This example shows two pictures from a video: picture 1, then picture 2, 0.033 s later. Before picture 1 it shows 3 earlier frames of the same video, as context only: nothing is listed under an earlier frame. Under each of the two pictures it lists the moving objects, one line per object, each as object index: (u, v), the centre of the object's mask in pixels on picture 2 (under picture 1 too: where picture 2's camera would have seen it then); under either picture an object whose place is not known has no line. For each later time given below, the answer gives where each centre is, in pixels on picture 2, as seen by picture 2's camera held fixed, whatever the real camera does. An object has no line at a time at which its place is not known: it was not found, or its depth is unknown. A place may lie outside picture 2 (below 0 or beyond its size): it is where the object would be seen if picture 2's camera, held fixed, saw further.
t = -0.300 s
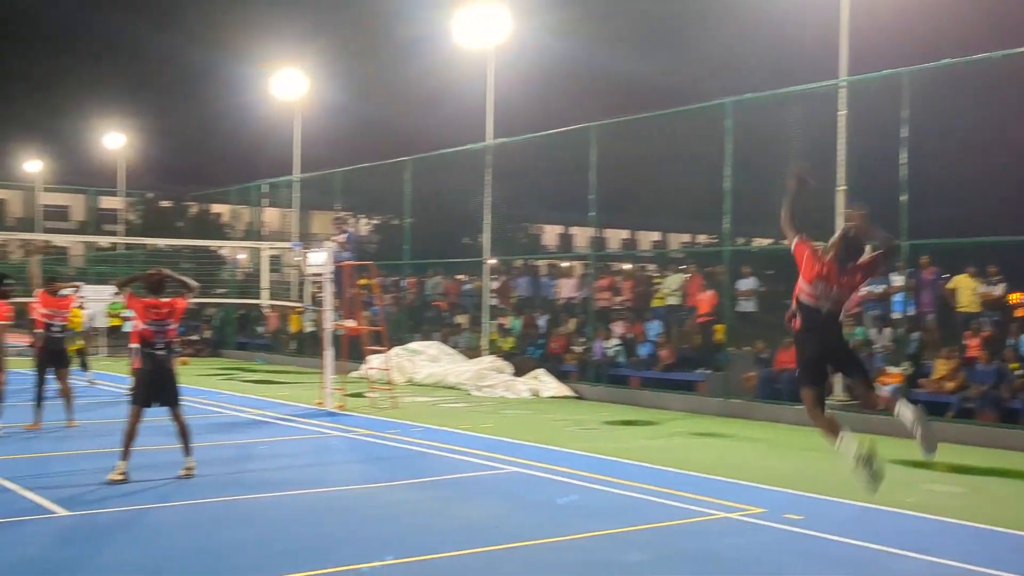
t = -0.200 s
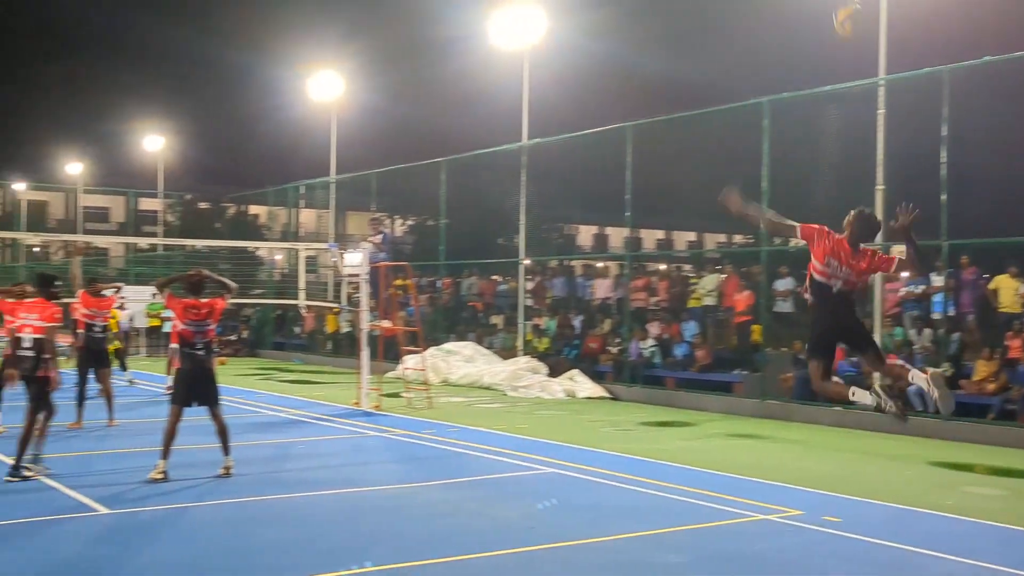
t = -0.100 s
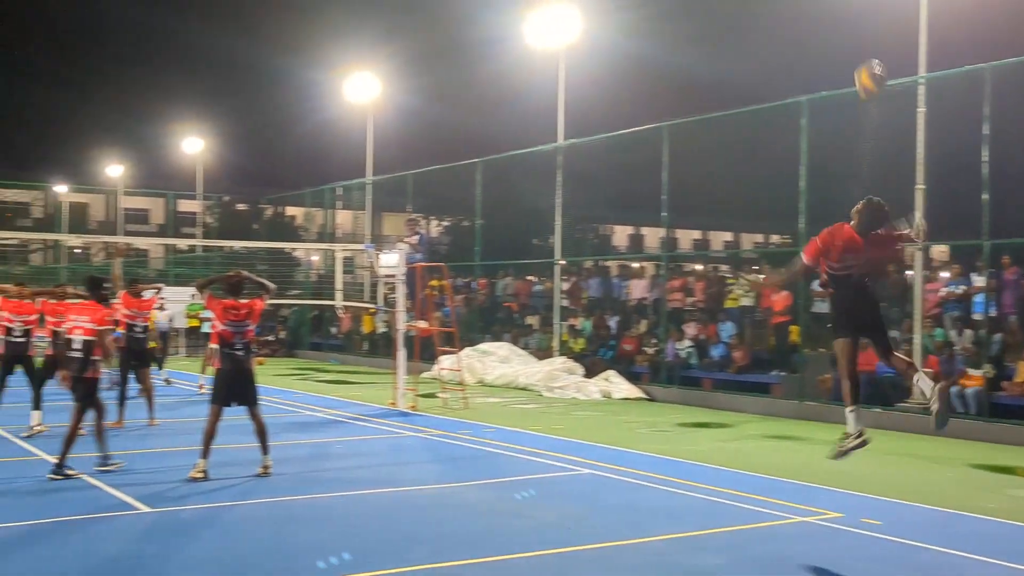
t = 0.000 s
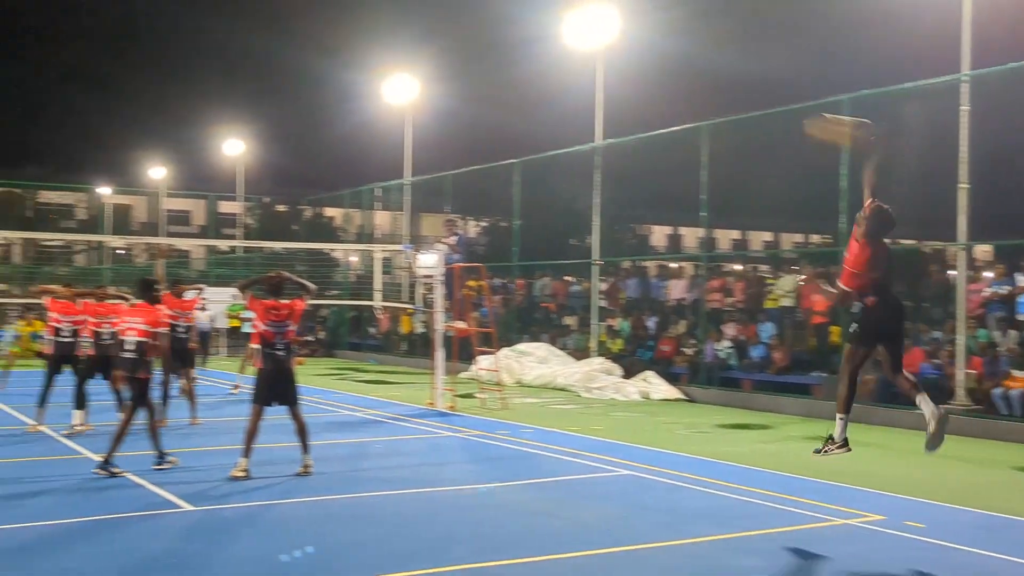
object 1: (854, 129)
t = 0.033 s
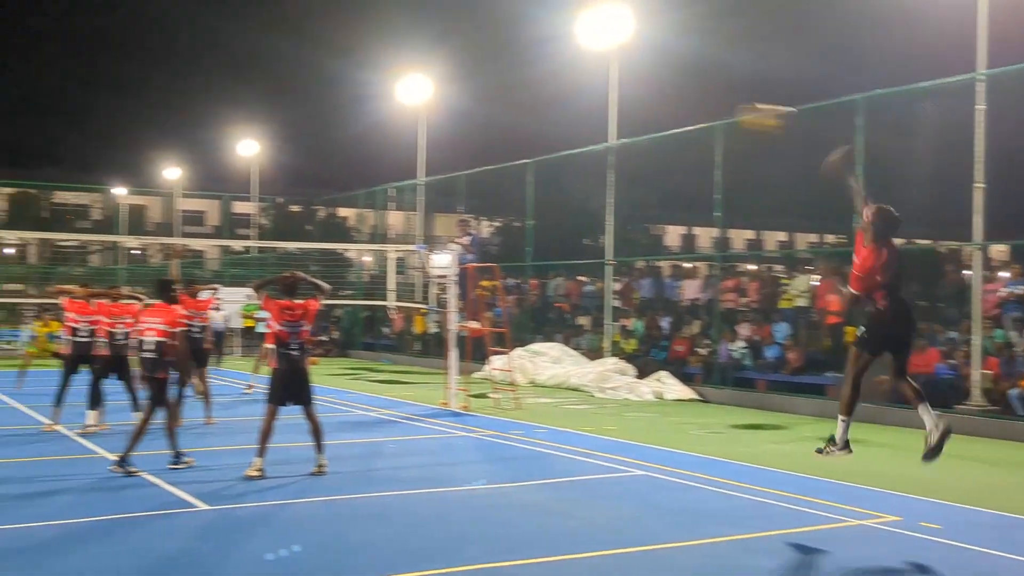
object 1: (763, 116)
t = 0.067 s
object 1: (689, 108)
